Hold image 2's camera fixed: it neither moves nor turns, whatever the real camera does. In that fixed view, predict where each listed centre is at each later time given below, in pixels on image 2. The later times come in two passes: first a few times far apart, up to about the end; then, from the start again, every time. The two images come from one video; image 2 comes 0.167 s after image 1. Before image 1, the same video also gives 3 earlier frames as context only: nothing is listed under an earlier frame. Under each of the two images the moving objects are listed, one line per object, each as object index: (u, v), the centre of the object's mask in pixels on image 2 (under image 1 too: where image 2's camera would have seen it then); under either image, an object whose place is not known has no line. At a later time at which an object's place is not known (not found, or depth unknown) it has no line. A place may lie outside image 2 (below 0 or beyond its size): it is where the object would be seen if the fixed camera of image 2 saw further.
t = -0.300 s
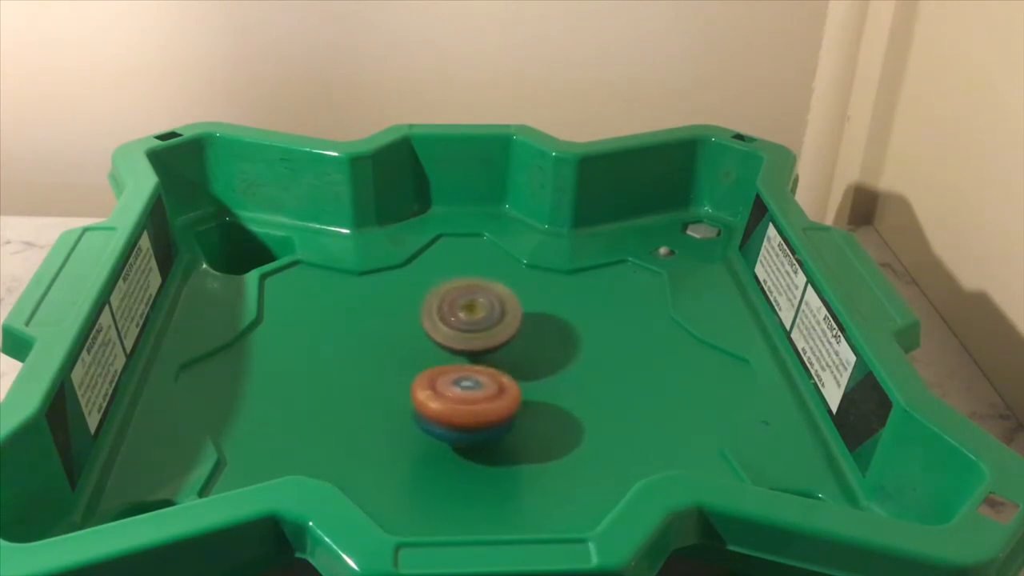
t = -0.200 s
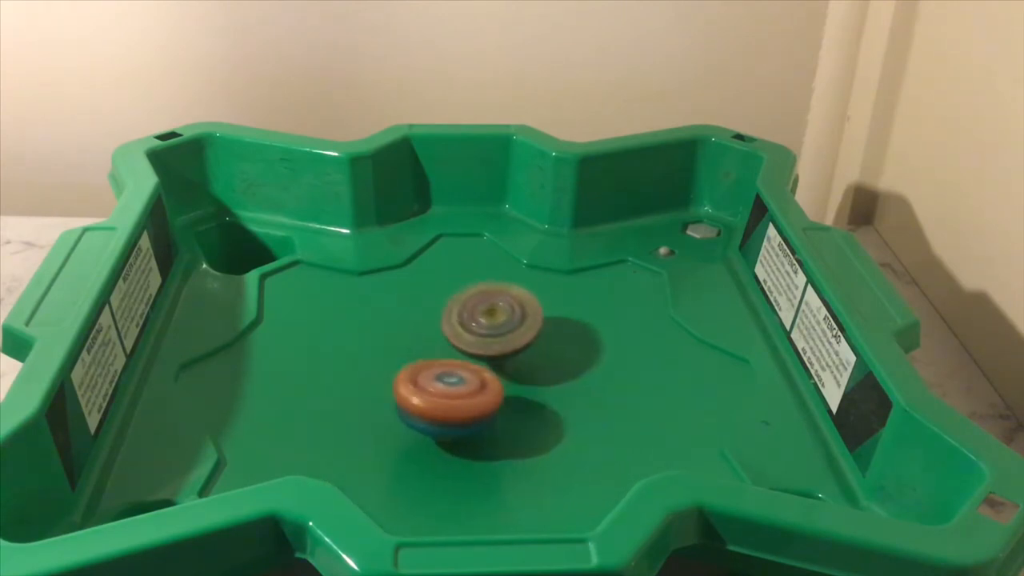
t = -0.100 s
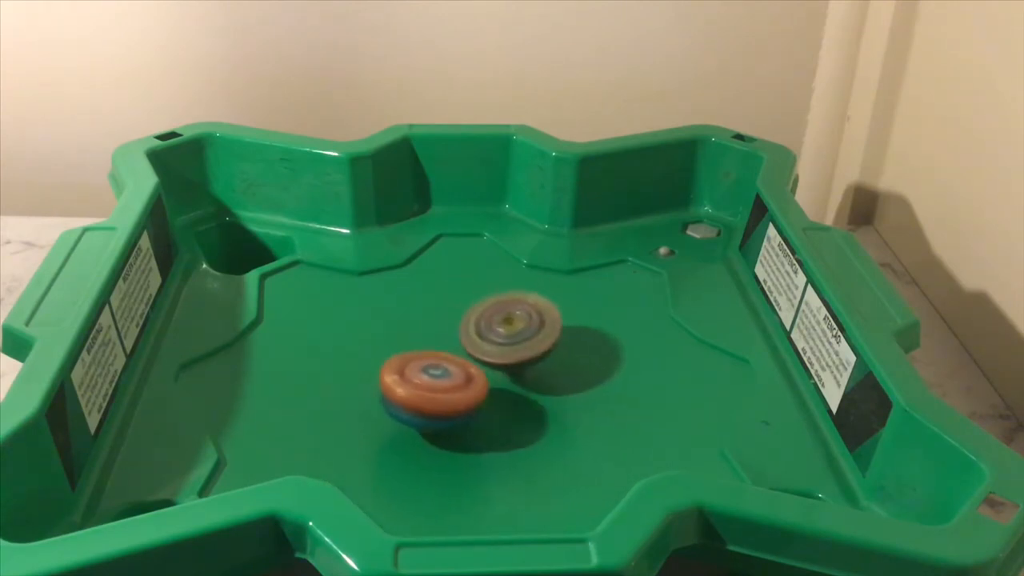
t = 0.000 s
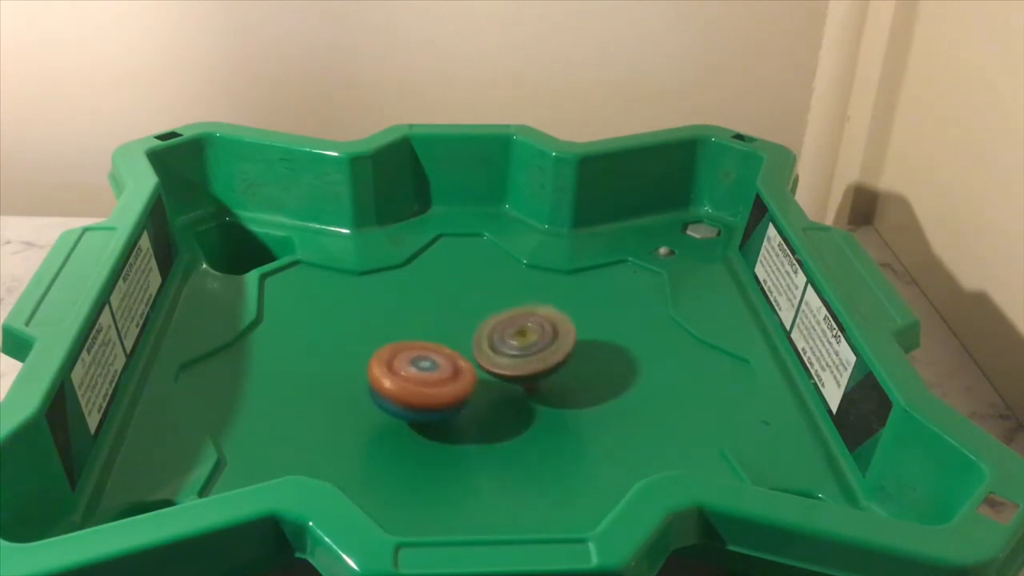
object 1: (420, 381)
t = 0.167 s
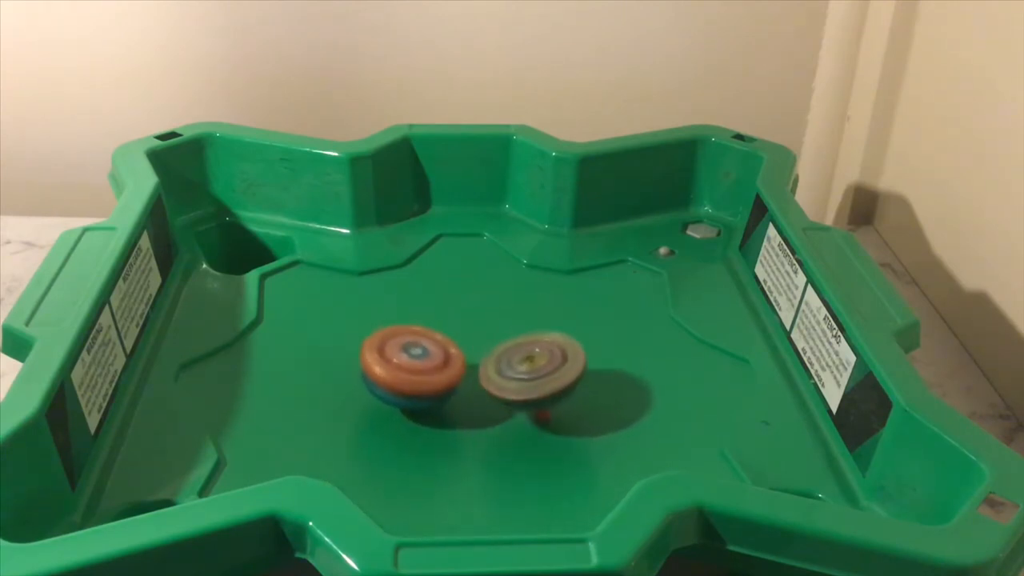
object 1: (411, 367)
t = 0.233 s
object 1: (412, 362)
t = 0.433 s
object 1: (423, 354)
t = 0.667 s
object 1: (460, 353)
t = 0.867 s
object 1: (491, 371)
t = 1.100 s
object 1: (503, 388)
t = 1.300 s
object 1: (491, 397)
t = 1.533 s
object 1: (456, 396)
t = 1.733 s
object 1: (425, 386)
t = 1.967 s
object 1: (414, 371)
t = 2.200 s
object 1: (424, 359)
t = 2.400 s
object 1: (439, 353)
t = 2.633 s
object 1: (474, 359)
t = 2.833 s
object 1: (496, 372)
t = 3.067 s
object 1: (500, 381)
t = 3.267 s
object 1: (499, 398)
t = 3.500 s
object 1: (479, 406)
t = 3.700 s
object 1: (448, 397)
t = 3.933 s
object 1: (409, 382)
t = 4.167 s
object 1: (410, 363)
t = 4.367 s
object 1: (435, 354)
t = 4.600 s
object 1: (478, 360)
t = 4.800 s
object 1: (494, 377)
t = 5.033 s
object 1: (481, 396)
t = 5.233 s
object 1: (452, 400)
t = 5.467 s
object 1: (426, 387)
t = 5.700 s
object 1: (428, 366)
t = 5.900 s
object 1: (446, 356)
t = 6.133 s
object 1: (475, 356)
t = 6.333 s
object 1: (494, 371)
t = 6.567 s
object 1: (485, 387)
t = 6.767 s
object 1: (471, 401)
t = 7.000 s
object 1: (444, 400)
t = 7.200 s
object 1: (428, 385)
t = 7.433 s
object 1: (414, 363)
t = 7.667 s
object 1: (447, 358)
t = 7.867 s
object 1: (486, 377)
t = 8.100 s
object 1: (483, 399)
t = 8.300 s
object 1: (452, 399)
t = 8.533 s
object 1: (439, 371)
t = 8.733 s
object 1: (451, 364)
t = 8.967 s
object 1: (464, 377)
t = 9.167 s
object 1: (453, 379)
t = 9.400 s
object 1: (456, 365)
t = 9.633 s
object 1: (461, 369)
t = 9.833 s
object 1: (442, 388)
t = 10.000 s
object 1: (437, 380)
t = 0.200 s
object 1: (412, 364)
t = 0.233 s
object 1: (412, 362)
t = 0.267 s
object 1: (413, 360)
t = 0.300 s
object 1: (414, 359)
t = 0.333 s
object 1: (416, 357)
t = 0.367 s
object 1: (419, 356)
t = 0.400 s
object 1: (421, 355)
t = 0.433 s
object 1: (423, 354)
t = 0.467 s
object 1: (427, 354)
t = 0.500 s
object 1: (431, 352)
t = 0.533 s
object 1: (436, 351)
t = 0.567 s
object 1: (441, 351)
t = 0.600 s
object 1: (447, 351)
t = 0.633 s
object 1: (453, 352)
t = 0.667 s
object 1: (460, 353)
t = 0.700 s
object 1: (467, 356)
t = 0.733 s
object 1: (472, 358)
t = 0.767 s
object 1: (478, 362)
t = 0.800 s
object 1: (483, 365)
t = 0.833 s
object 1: (488, 368)
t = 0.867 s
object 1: (491, 371)
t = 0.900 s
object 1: (494, 377)
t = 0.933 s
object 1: (496, 380)
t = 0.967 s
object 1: (499, 382)
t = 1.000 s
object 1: (501, 381)
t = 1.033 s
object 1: (502, 384)
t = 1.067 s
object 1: (502, 386)
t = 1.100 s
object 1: (503, 388)
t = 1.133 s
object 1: (502, 390)
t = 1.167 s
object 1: (501, 391)
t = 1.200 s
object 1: (499, 393)
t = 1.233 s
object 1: (497, 394)
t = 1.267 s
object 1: (495, 397)
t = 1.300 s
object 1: (491, 397)
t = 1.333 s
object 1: (487, 397)
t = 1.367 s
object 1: (482, 398)
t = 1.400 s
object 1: (478, 398)
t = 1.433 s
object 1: (473, 398)
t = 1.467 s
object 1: (467, 398)
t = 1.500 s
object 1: (461, 397)
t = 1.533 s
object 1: (456, 396)
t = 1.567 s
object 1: (450, 394)
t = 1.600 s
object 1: (444, 392)
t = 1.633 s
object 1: (438, 391)
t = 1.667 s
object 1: (434, 391)
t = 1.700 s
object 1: (429, 387)
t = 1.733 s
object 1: (425, 386)
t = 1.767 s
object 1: (421, 384)
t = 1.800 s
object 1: (419, 381)
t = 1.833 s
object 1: (416, 379)
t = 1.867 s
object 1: (414, 377)
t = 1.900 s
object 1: (413, 375)
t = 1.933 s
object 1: (413, 373)
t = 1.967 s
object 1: (414, 371)
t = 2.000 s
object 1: (414, 369)
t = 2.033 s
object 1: (415, 368)
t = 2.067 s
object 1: (417, 366)
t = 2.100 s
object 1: (420, 365)
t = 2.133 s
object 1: (421, 362)
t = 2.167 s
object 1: (423, 361)
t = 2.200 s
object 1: (424, 359)
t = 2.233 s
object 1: (427, 358)
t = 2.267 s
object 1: (428, 357)
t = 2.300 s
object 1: (431, 358)
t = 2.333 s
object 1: (433, 356)
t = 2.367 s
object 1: (435, 354)
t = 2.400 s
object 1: (439, 353)
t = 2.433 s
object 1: (443, 353)
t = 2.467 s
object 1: (447, 352)
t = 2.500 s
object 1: (451, 353)
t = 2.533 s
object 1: (457, 354)
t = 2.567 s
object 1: (462, 355)
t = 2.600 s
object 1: (466, 357)
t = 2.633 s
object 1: (474, 359)
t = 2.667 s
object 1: (479, 363)
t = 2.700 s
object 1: (483, 365)
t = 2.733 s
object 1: (487, 366)
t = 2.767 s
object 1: (491, 368)
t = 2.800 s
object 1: (494, 371)
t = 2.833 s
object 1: (496, 372)
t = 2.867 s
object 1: (498, 373)
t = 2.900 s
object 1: (500, 374)
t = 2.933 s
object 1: (501, 374)
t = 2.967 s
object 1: (502, 376)
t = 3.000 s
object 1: (501, 377)
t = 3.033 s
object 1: (501, 379)
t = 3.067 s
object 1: (500, 381)
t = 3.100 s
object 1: (498, 383)
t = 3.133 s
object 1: (498, 386)
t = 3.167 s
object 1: (500, 389)
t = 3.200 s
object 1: (500, 393)
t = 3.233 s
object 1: (501, 396)
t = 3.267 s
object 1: (499, 398)
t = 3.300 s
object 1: (498, 399)
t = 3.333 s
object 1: (497, 401)
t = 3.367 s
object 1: (493, 402)
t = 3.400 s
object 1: (491, 404)
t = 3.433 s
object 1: (488, 406)
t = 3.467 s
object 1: (483, 406)
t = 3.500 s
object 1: (479, 406)
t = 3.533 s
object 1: (474, 405)
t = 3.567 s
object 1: (468, 405)
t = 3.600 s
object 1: (464, 404)
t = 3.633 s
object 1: (459, 402)
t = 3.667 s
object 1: (453, 399)
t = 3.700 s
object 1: (448, 397)
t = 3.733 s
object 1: (443, 393)
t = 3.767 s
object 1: (433, 392)
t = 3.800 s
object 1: (426, 391)
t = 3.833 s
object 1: (423, 390)
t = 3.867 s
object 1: (417, 387)
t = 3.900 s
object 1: (412, 385)
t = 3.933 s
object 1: (409, 382)
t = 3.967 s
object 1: (406, 379)
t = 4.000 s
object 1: (405, 376)
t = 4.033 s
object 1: (404, 373)
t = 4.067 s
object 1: (404, 371)
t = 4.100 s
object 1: (405, 368)
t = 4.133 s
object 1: (407, 366)
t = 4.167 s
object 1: (410, 363)
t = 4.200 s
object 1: (413, 361)
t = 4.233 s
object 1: (417, 360)
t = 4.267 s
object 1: (421, 358)
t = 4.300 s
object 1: (426, 357)
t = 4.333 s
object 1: (430, 356)
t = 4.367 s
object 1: (435, 354)
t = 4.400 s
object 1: (441, 352)
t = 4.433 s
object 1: (448, 351)
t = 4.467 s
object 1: (454, 350)
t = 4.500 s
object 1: (462, 351)
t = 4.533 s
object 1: (467, 353)
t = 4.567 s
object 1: (473, 354)
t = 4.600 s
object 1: (478, 360)
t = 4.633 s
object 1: (482, 363)
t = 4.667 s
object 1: (485, 366)
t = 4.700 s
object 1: (488, 370)
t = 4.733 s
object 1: (490, 372)
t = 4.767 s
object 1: (493, 374)
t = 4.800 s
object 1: (494, 377)
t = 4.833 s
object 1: (494, 380)
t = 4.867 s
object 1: (494, 384)
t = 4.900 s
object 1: (493, 387)
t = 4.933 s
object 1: (490, 389)
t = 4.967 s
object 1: (488, 392)
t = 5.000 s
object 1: (485, 394)
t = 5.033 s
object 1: (481, 396)
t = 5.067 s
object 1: (477, 398)
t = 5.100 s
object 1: (472, 399)
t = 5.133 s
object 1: (467, 400)
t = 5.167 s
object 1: (462, 400)
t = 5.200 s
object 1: (457, 400)
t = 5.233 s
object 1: (452, 400)
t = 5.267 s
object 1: (447, 399)
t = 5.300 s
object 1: (443, 398)
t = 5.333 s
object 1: (437, 396)
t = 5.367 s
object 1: (434, 394)
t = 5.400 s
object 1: (431, 394)
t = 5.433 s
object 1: (427, 389)
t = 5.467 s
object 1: (426, 387)
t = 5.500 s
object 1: (424, 384)
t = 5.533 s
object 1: (424, 381)
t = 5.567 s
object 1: (424, 378)
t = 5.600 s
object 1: (425, 375)
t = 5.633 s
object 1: (425, 372)
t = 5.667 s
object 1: (426, 368)
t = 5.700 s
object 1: (428, 366)
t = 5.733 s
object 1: (429, 364)
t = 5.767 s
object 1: (432, 361)
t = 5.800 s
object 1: (435, 360)
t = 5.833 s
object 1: (438, 358)
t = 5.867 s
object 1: (443, 357)
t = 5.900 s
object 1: (446, 356)
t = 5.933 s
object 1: (450, 355)
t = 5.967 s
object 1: (453, 354)
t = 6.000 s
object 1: (458, 353)
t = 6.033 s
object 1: (463, 352)
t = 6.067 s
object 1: (468, 353)
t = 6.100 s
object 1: (471, 354)
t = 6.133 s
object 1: (475, 356)
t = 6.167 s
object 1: (481, 358)
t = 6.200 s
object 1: (487, 364)
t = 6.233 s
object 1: (489, 367)
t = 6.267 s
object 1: (490, 368)
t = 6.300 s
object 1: (494, 370)
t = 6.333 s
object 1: (494, 371)
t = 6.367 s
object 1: (496, 373)
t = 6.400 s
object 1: (496, 374)
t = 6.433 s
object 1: (495, 380)
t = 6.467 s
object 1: (493, 381)
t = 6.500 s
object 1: (491, 383)
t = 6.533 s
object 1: (487, 384)
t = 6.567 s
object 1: (485, 387)
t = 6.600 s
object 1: (481, 387)
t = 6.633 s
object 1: (476, 390)
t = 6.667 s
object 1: (475, 394)
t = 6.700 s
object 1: (473, 397)
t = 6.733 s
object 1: (472, 398)
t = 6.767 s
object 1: (471, 401)
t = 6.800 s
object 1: (466, 402)
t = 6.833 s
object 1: (462, 404)
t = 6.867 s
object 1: (459, 403)
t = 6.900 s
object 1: (456, 404)
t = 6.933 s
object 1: (450, 403)
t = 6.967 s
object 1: (448, 403)
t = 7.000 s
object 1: (444, 400)
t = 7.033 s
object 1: (442, 399)
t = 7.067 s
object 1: (438, 396)
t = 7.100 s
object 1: (438, 394)
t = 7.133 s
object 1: (434, 391)
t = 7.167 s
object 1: (430, 389)
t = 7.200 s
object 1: (428, 385)
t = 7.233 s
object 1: (420, 383)
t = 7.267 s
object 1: (416, 381)
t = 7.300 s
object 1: (413, 376)
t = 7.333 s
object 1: (411, 373)
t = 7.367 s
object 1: (410, 368)
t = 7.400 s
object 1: (412, 367)
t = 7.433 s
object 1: (414, 363)
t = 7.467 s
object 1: (417, 361)
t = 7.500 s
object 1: (421, 360)
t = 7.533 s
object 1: (425, 357)
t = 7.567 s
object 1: (430, 358)
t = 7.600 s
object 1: (435, 357)
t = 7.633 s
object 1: (442, 357)
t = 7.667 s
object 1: (447, 358)
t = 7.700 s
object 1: (454, 358)
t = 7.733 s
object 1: (459, 361)
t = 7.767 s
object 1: (465, 364)
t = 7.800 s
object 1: (475, 370)
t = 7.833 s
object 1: (481, 374)
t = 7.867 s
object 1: (486, 377)
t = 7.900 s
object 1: (489, 382)
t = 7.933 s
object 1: (491, 383)
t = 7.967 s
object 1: (494, 388)
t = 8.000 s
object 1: (491, 391)
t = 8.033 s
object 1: (490, 395)
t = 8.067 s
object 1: (488, 399)
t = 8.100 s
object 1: (483, 399)
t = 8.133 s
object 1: (479, 403)
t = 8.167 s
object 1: (473, 403)
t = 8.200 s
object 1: (468, 403)
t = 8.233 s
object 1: (462, 402)
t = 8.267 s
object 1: (456, 400)
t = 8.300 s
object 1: (452, 399)
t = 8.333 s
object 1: (446, 395)
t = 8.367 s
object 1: (443, 391)
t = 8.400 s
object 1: (442, 389)
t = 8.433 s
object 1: (441, 383)
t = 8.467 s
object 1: (440, 379)
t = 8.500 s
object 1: (442, 376)
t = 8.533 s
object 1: (439, 371)
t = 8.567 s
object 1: (438, 370)
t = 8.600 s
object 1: (440, 368)
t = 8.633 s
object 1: (445, 365)
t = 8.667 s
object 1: (448, 368)
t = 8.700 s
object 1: (448, 366)
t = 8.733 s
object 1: (451, 364)
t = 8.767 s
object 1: (456, 365)
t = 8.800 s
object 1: (459, 366)
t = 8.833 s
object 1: (461, 368)
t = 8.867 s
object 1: (461, 370)
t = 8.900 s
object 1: (461, 372)
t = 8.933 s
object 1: (464, 373)
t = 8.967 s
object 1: (464, 377)
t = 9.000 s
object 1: (462, 377)
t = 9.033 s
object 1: (459, 378)
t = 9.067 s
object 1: (457, 380)
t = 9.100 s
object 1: (455, 379)
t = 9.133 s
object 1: (453, 380)
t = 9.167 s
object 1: (453, 379)
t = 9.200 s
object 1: (453, 376)
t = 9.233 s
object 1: (453, 374)
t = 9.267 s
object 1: (451, 373)
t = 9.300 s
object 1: (449, 369)
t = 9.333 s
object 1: (450, 365)
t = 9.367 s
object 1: (454, 366)
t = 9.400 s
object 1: (456, 365)
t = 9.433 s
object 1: (458, 365)
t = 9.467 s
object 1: (459, 365)
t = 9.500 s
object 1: (460, 366)
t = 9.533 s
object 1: (461, 366)
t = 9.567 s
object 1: (464, 368)
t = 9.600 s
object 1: (463, 369)
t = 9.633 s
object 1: (461, 369)
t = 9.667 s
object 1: (461, 374)
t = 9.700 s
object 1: (459, 379)
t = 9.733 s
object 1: (451, 381)
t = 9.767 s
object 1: (446, 386)
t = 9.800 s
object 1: (443, 388)
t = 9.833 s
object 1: (442, 388)
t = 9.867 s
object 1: (438, 388)
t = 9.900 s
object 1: (437, 386)
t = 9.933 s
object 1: (437, 386)
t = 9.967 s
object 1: (438, 383)
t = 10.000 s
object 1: (437, 380)
